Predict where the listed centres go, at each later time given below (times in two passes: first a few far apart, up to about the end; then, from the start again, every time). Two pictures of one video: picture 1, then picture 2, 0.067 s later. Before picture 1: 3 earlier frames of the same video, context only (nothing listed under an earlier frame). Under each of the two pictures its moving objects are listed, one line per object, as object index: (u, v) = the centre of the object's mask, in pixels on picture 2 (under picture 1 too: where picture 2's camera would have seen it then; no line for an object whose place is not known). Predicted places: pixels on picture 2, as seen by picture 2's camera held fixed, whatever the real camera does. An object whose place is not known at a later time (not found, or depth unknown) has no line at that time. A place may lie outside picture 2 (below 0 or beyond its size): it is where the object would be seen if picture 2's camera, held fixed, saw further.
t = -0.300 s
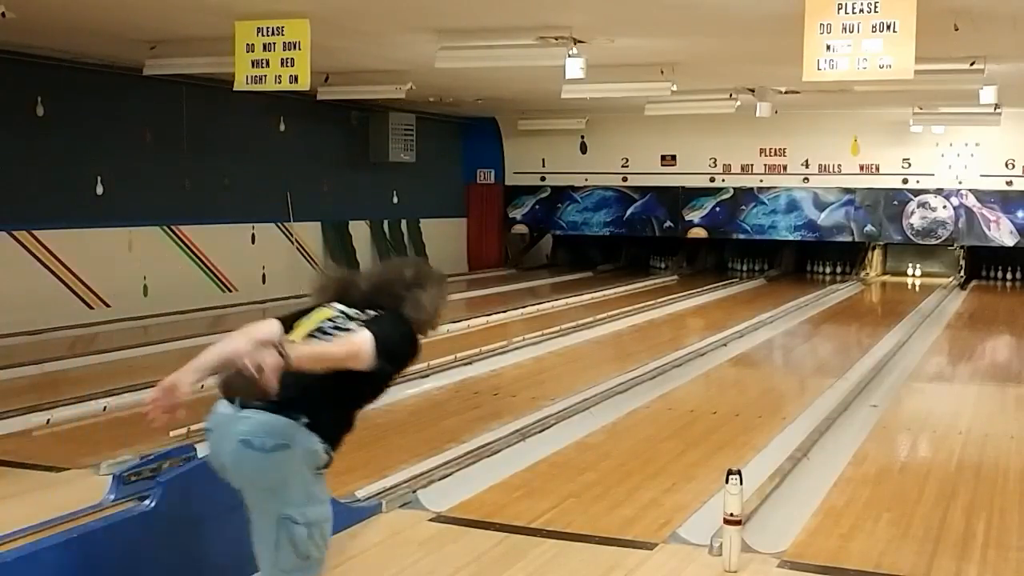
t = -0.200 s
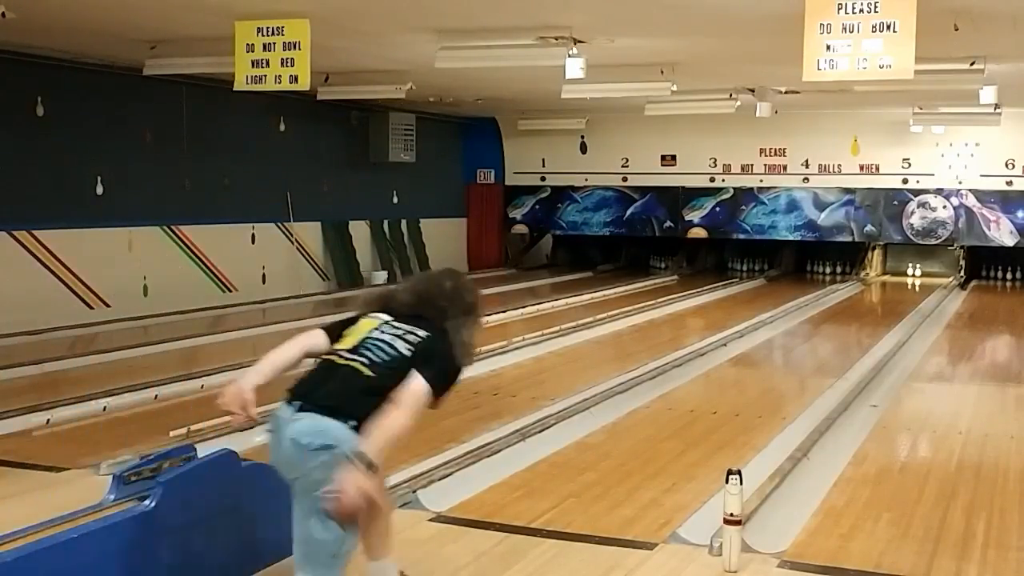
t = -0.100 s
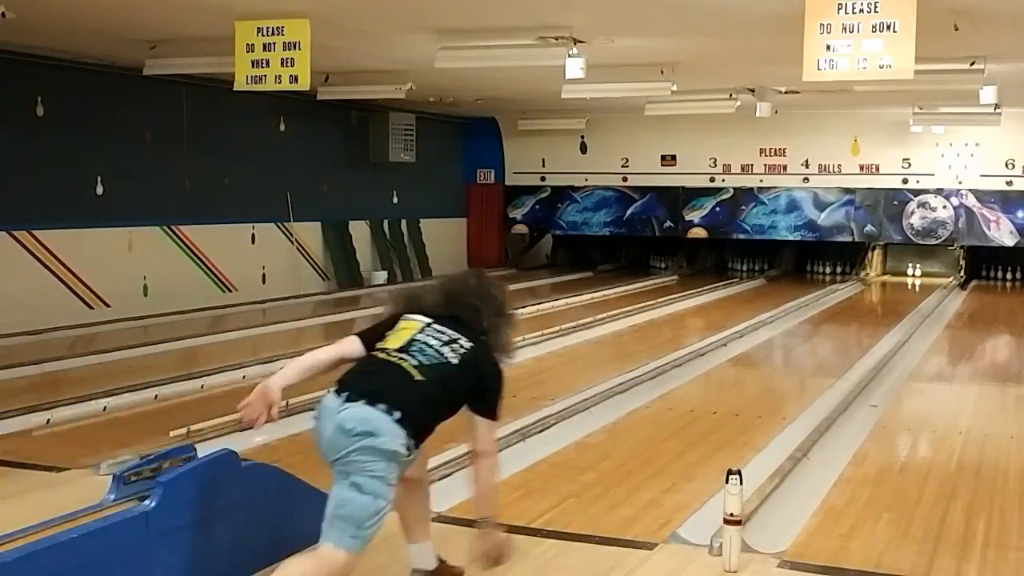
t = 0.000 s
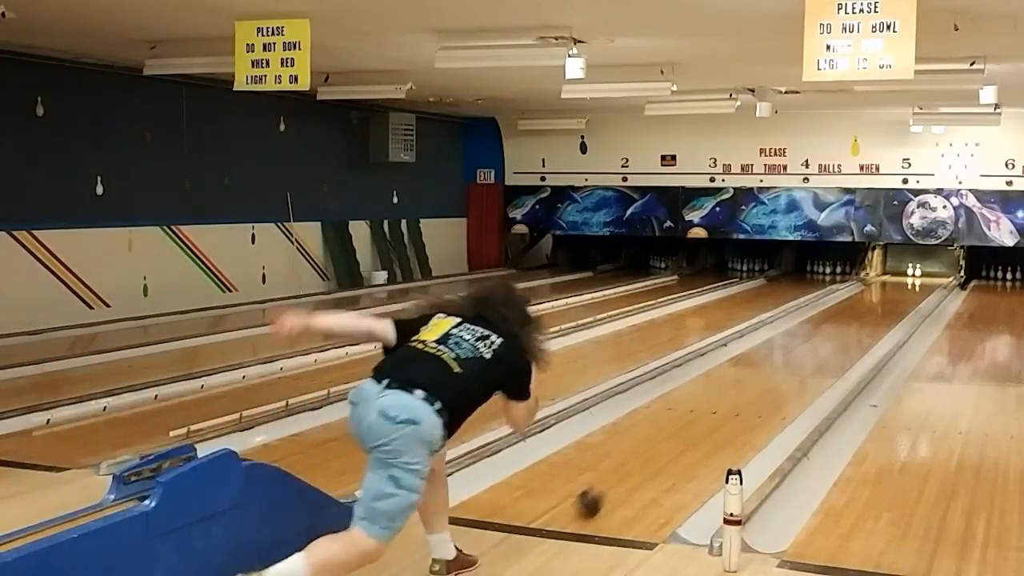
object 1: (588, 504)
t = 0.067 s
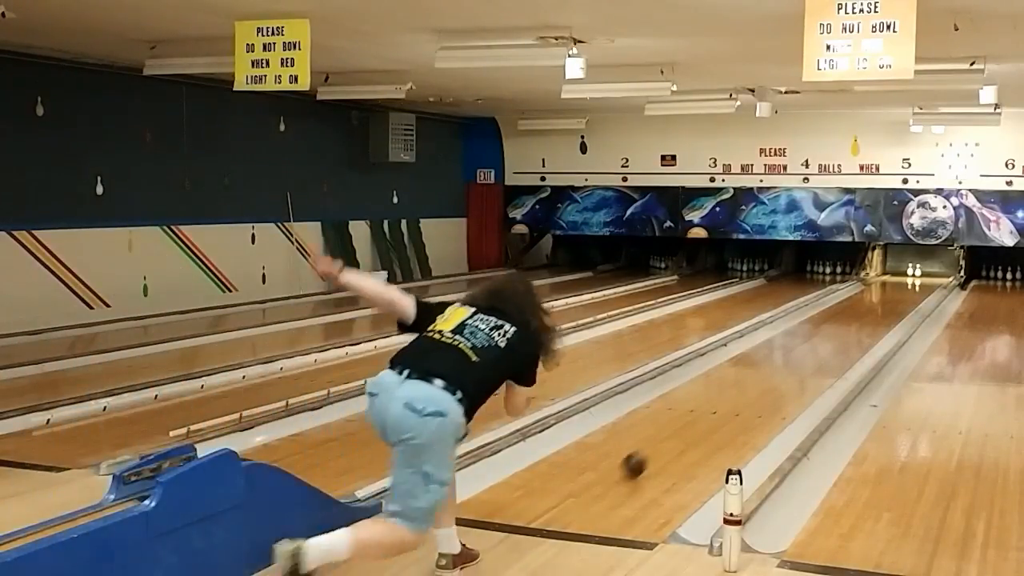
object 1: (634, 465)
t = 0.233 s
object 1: (709, 405)
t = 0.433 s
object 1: (762, 362)
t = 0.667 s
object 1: (800, 330)
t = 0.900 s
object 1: (825, 310)
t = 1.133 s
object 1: (843, 295)
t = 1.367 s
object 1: (852, 288)
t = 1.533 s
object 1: (866, 280)
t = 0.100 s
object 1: (652, 451)
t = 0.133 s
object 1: (668, 438)
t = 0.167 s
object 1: (683, 426)
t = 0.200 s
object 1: (696, 415)
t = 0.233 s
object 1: (709, 405)
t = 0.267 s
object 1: (719, 396)
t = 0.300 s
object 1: (729, 388)
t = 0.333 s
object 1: (738, 381)
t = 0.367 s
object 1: (746, 374)
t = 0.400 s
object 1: (754, 368)
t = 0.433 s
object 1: (762, 362)
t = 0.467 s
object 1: (768, 356)
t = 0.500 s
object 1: (774, 351)
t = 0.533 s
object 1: (780, 347)
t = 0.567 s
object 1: (785, 342)
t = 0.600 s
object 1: (791, 338)
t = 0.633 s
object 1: (795, 334)
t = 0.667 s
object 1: (800, 330)
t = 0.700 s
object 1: (804, 327)
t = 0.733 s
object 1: (808, 323)
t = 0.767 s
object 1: (812, 321)
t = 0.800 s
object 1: (815, 318)
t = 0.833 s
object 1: (819, 315)
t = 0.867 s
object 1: (822, 312)
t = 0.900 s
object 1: (825, 310)
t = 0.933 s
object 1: (828, 307)
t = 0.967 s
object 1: (831, 305)
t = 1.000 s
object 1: (833, 303)
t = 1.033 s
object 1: (836, 301)
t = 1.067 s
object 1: (838, 299)
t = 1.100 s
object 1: (841, 297)
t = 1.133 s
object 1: (843, 295)
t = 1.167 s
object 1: (845, 293)
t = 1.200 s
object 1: (847, 292)
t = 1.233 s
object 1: (849, 291)
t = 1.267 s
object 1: (850, 291)
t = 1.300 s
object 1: (851, 290)
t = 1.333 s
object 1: (852, 290)
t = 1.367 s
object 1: (852, 288)
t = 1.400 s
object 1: (855, 285)
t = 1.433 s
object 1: (858, 283)
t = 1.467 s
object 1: (861, 281)
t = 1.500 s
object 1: (863, 280)
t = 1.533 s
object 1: (866, 280)
